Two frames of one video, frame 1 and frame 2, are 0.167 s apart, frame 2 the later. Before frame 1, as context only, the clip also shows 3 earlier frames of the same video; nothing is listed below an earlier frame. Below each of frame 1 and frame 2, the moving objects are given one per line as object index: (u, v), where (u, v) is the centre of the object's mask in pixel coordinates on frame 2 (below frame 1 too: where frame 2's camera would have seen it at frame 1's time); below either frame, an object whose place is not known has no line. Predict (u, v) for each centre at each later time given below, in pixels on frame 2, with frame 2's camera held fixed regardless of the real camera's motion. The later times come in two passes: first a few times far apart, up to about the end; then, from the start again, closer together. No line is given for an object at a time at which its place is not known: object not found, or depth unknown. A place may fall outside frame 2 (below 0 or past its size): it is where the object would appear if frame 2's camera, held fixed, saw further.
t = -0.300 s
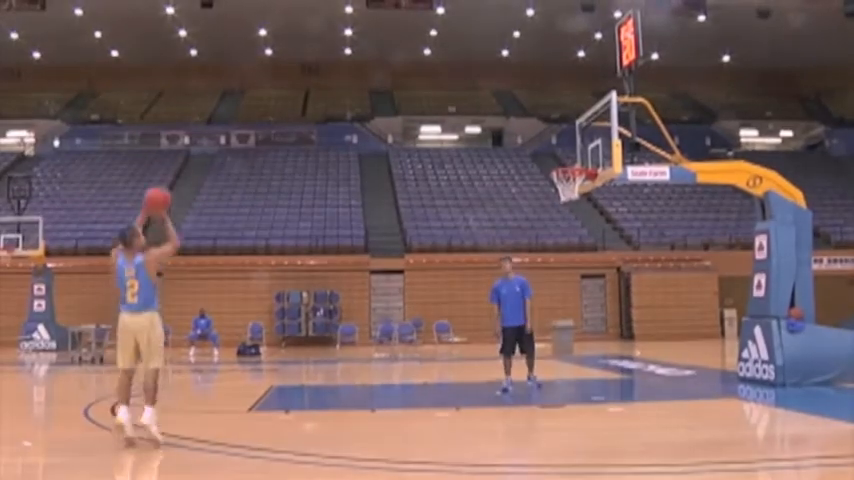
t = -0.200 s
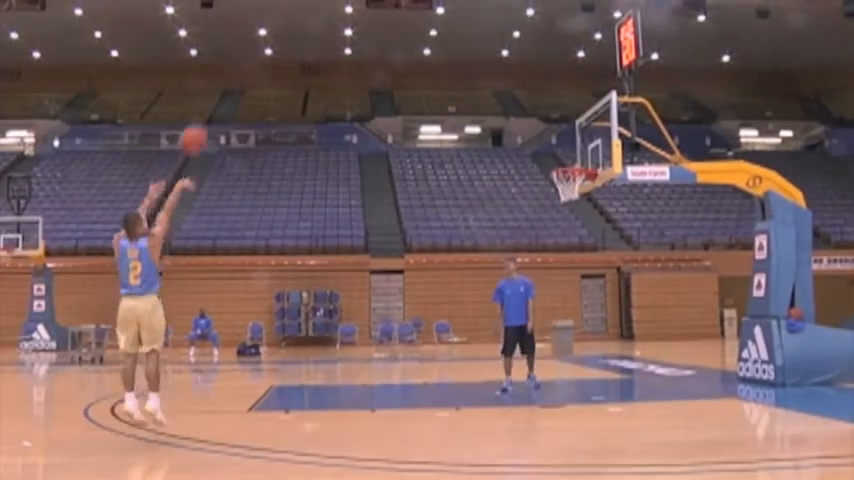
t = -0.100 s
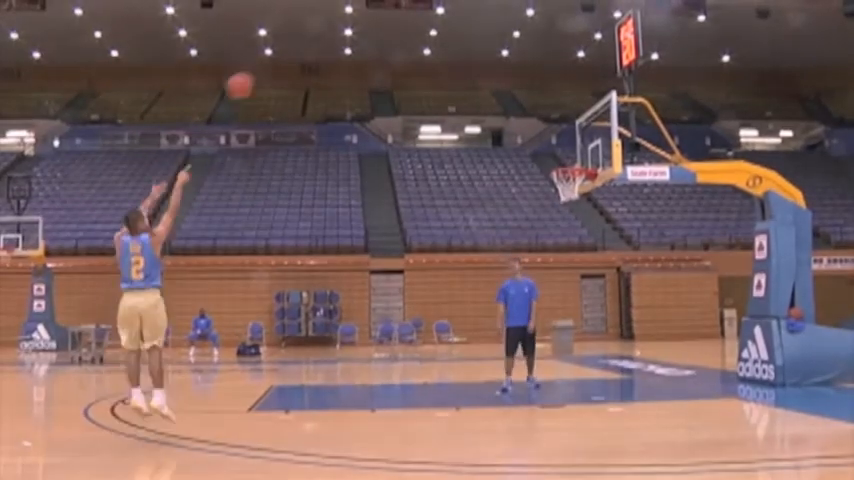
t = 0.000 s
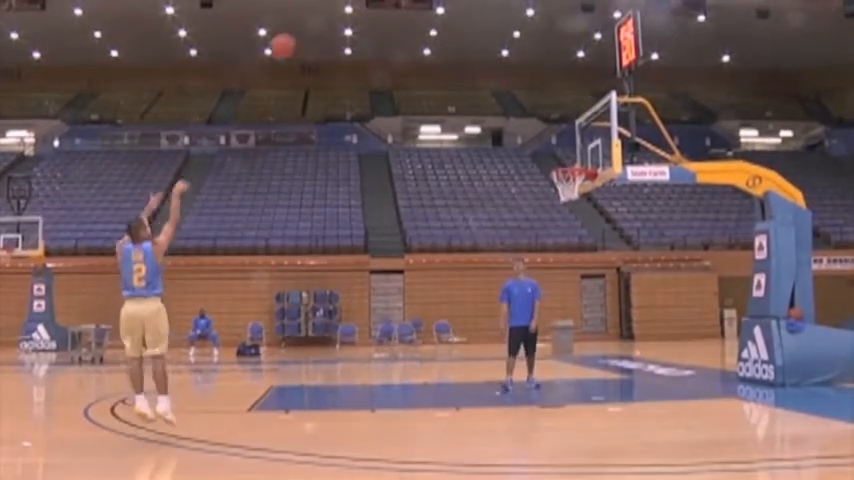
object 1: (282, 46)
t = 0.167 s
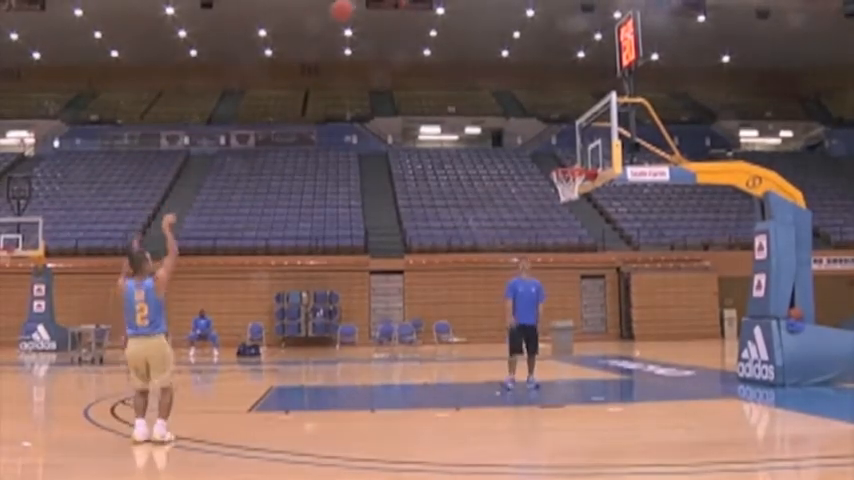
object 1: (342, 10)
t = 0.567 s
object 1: (457, 22)
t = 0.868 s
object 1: (524, 100)
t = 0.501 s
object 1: (440, 10)
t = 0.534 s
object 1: (449, 17)
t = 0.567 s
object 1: (457, 22)
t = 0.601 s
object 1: (465, 28)
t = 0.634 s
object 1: (472, 35)
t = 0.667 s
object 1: (480, 42)
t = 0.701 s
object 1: (488, 51)
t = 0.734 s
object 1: (495, 60)
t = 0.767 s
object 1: (503, 69)
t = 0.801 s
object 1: (510, 79)
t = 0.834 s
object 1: (517, 89)
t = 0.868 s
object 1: (524, 100)
